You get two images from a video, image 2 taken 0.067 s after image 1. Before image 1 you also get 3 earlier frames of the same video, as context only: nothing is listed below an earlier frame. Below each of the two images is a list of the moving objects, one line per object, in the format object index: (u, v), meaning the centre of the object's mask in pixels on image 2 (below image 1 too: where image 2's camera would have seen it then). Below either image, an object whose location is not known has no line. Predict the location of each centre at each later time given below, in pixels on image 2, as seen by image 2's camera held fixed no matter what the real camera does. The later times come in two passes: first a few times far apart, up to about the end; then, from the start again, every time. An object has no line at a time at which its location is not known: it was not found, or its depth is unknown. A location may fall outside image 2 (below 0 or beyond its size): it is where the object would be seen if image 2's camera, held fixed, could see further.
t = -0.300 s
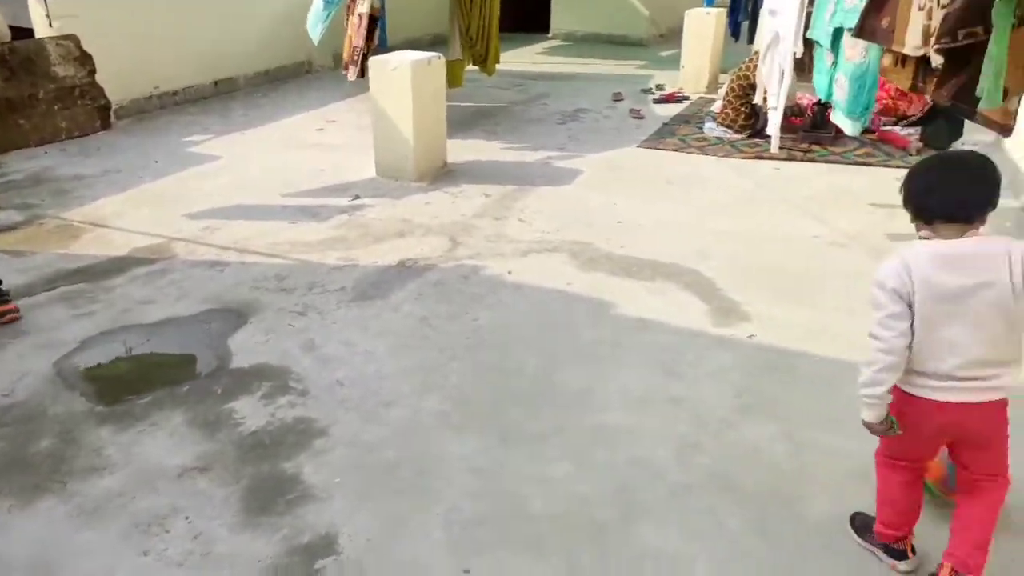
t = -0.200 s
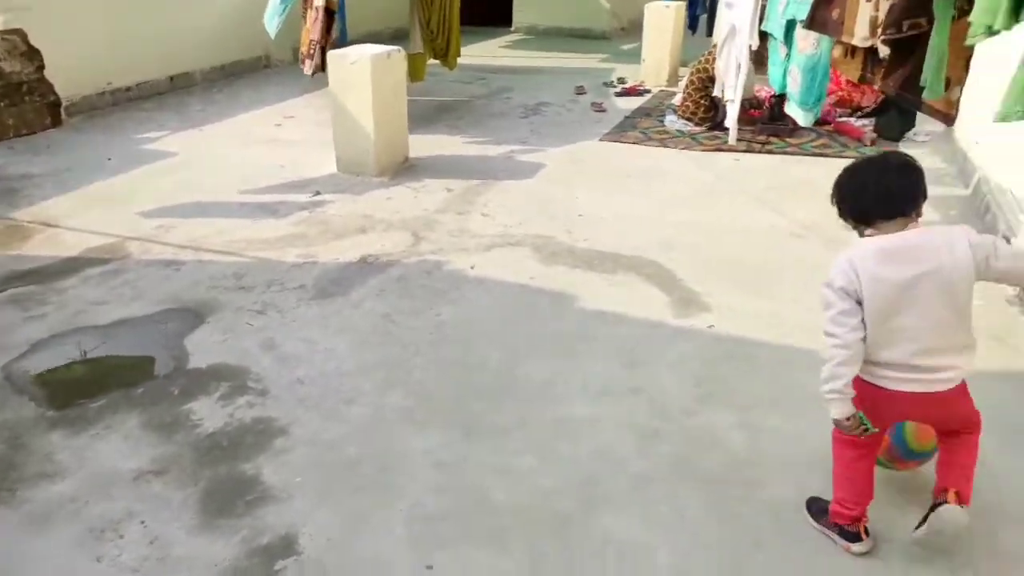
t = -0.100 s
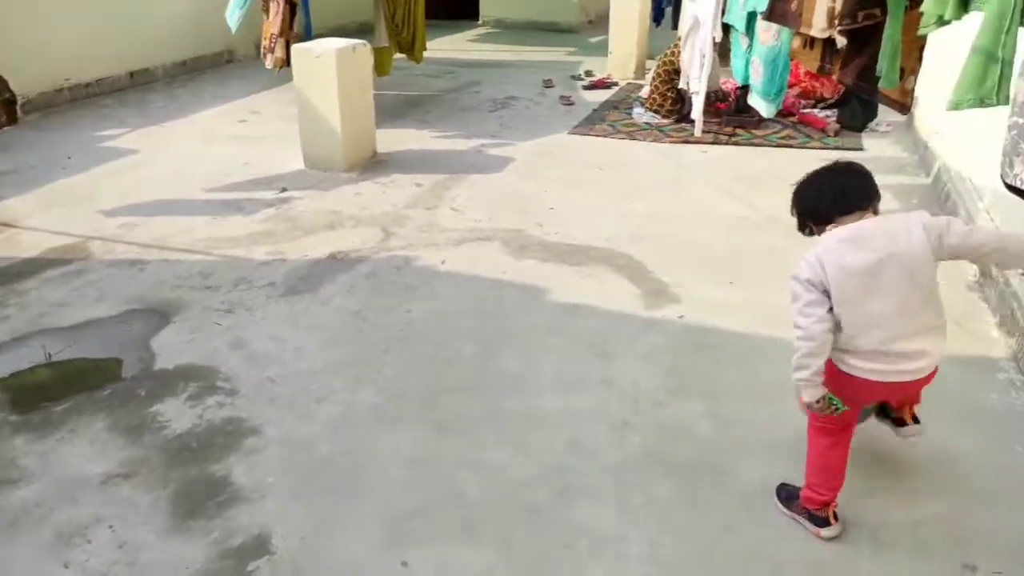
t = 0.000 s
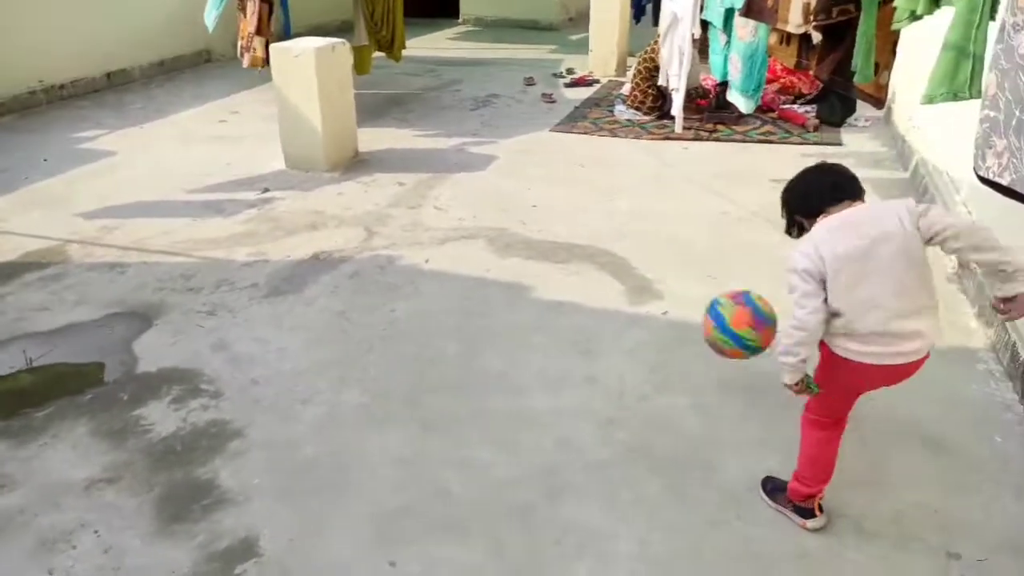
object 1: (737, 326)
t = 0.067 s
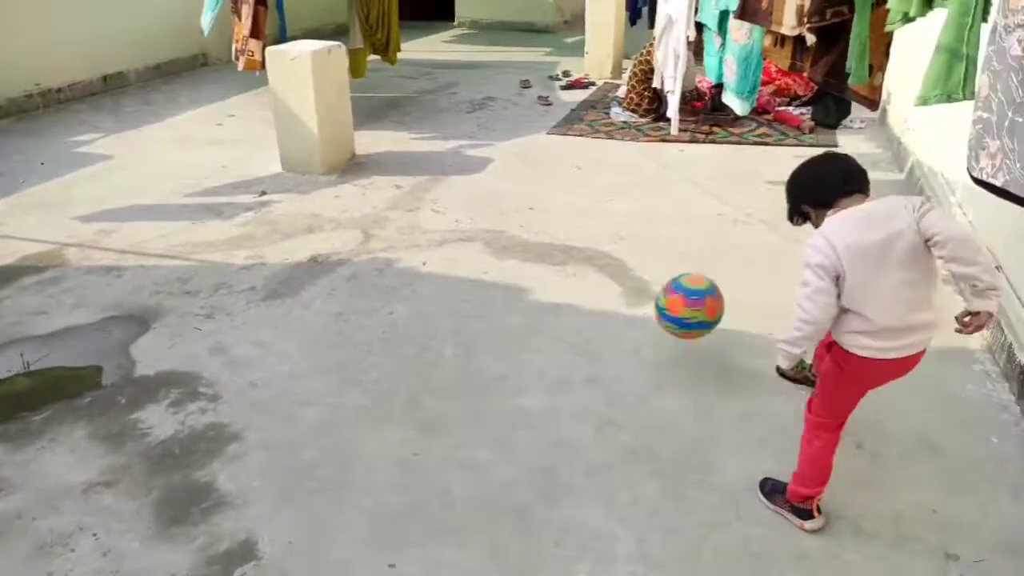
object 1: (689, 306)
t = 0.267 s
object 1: (589, 275)
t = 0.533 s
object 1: (508, 260)
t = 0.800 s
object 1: (444, 234)
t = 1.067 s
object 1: (387, 221)
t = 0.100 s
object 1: (668, 300)
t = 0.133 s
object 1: (648, 297)
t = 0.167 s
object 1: (629, 297)
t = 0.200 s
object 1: (612, 300)
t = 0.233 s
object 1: (600, 286)
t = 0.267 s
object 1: (589, 275)
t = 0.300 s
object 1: (579, 265)
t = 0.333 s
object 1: (571, 257)
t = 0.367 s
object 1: (560, 251)
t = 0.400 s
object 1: (550, 247)
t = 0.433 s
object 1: (539, 246)
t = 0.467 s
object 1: (529, 248)
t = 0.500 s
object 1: (518, 253)
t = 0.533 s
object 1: (508, 260)
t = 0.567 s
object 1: (499, 260)
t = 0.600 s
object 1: (491, 250)
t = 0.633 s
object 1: (484, 242)
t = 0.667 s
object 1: (476, 235)
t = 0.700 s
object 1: (469, 232)
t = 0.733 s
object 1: (462, 230)
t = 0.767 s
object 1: (452, 230)
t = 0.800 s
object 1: (444, 234)
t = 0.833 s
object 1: (437, 241)
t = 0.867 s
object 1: (429, 238)
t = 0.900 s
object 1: (421, 230)
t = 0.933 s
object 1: (414, 223)
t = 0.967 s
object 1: (406, 220)
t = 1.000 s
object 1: (400, 219)
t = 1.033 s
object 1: (393, 220)
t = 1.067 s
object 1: (387, 221)
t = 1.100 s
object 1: (381, 227)
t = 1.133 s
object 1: (374, 231)
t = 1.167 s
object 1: (367, 225)
